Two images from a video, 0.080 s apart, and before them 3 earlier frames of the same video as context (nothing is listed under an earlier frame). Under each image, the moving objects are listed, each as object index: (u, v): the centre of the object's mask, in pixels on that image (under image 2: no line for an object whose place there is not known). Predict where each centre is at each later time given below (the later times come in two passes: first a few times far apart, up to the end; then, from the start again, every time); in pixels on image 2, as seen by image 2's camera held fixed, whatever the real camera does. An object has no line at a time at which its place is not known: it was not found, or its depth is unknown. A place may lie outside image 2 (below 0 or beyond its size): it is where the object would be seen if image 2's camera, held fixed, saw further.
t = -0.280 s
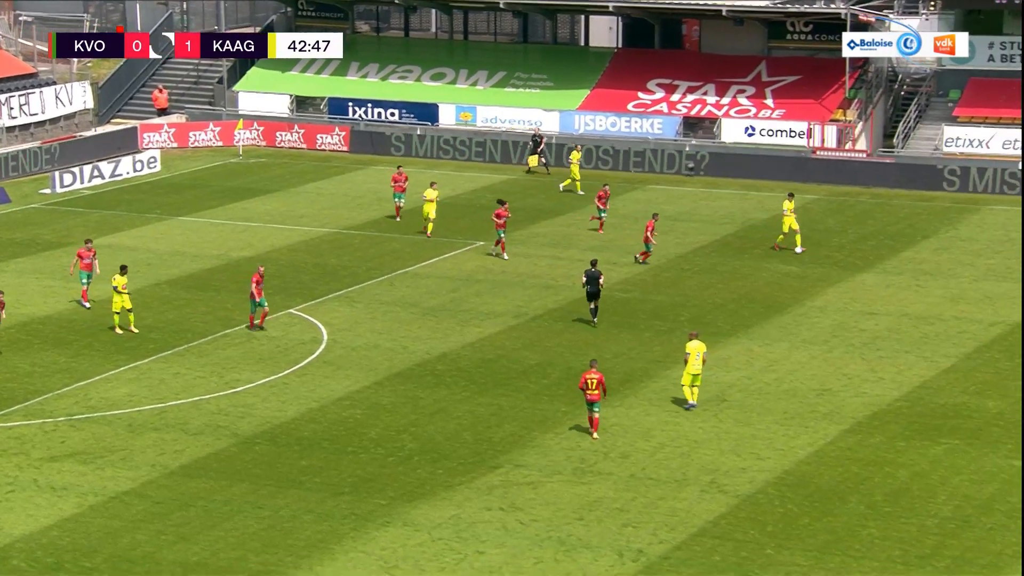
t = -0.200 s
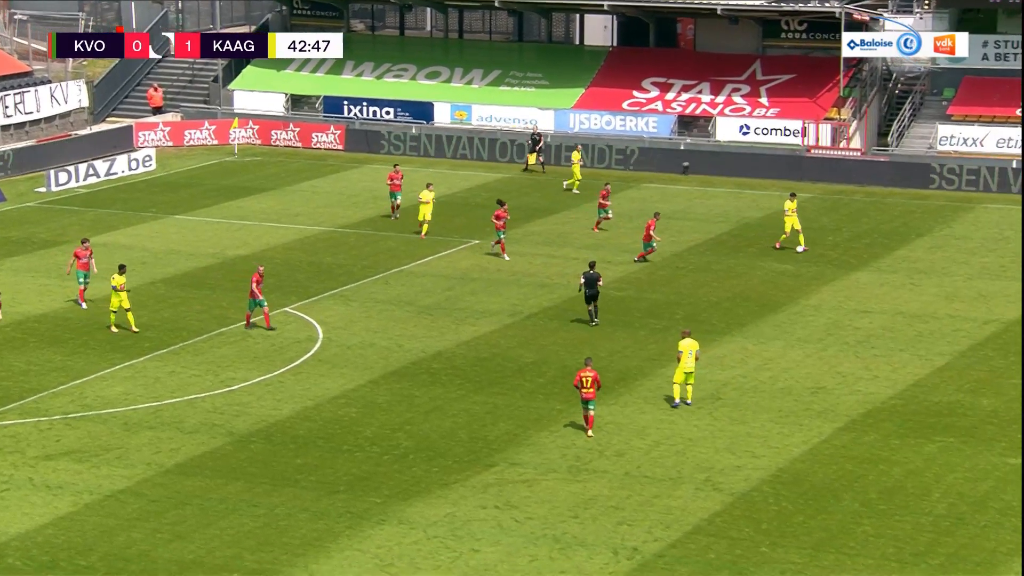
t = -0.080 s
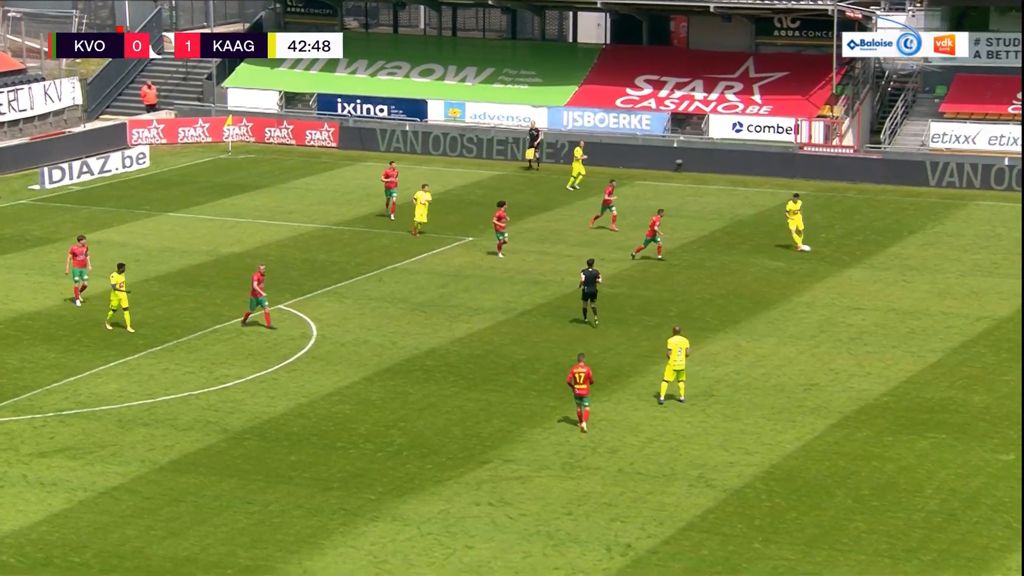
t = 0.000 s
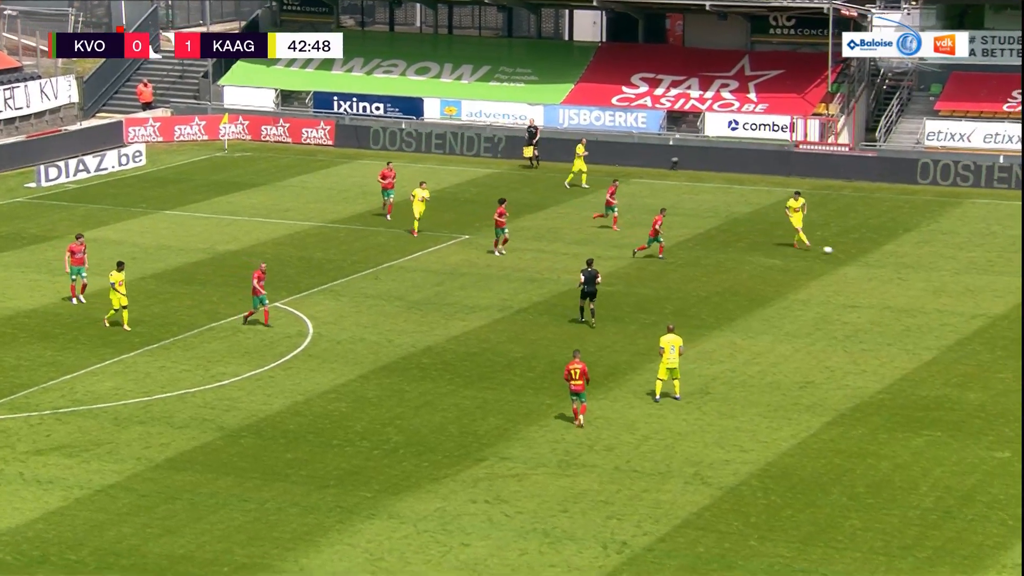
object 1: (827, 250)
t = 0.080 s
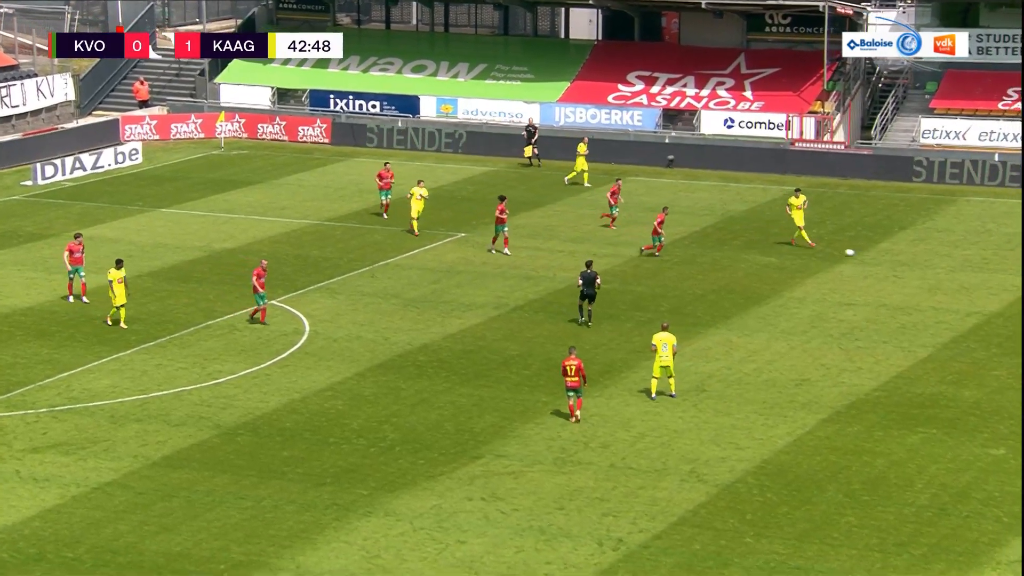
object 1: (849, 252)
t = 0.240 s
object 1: (898, 260)
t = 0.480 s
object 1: (966, 272)
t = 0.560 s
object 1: (987, 276)
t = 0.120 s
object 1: (862, 255)
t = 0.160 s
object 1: (873, 256)
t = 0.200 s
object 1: (886, 258)
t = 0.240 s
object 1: (898, 260)
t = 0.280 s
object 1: (911, 262)
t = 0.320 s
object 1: (922, 264)
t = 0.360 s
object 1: (934, 266)
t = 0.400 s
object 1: (945, 268)
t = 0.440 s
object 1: (956, 270)
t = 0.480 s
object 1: (966, 272)
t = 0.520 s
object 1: (977, 273)
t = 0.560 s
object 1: (987, 276)
